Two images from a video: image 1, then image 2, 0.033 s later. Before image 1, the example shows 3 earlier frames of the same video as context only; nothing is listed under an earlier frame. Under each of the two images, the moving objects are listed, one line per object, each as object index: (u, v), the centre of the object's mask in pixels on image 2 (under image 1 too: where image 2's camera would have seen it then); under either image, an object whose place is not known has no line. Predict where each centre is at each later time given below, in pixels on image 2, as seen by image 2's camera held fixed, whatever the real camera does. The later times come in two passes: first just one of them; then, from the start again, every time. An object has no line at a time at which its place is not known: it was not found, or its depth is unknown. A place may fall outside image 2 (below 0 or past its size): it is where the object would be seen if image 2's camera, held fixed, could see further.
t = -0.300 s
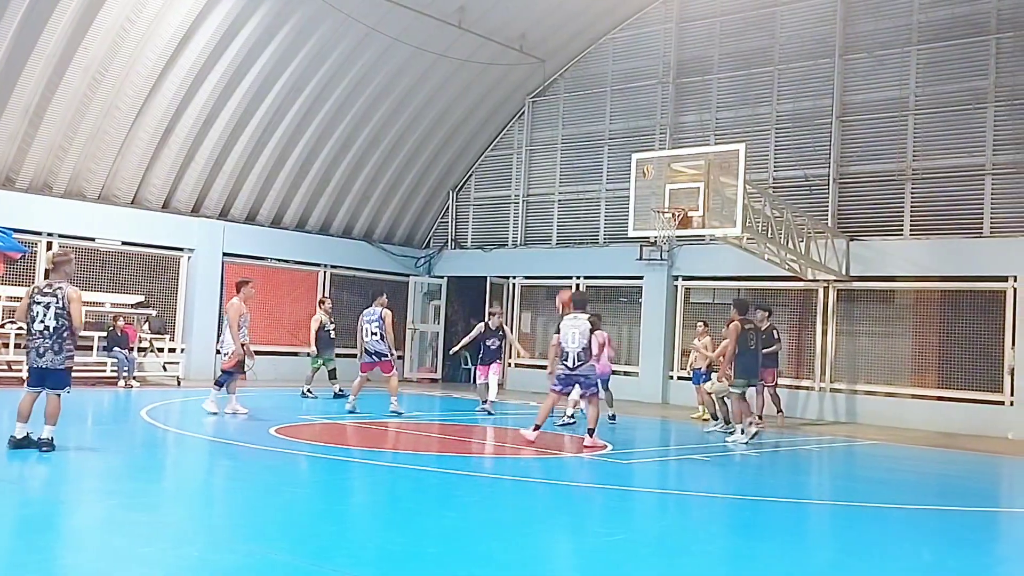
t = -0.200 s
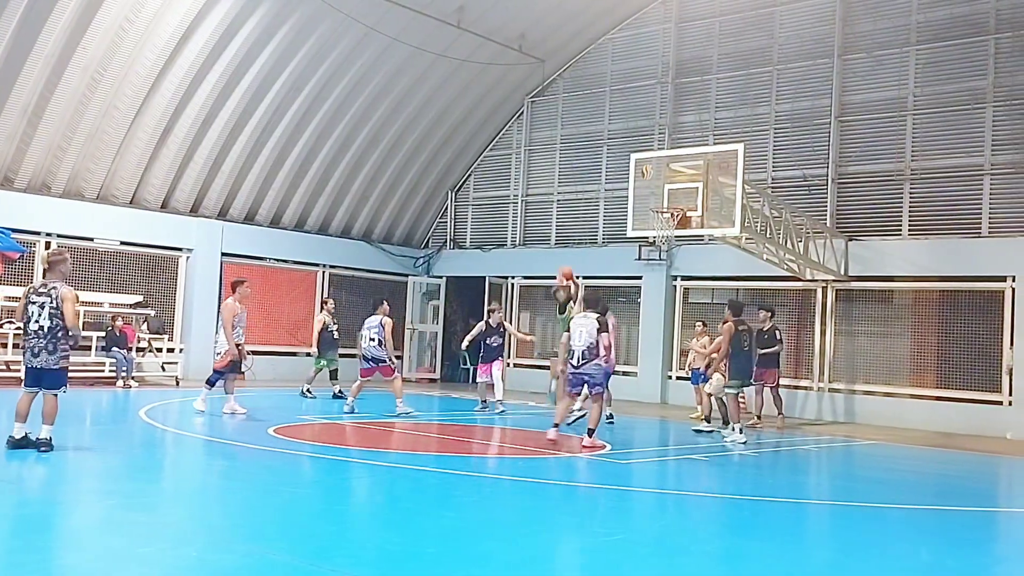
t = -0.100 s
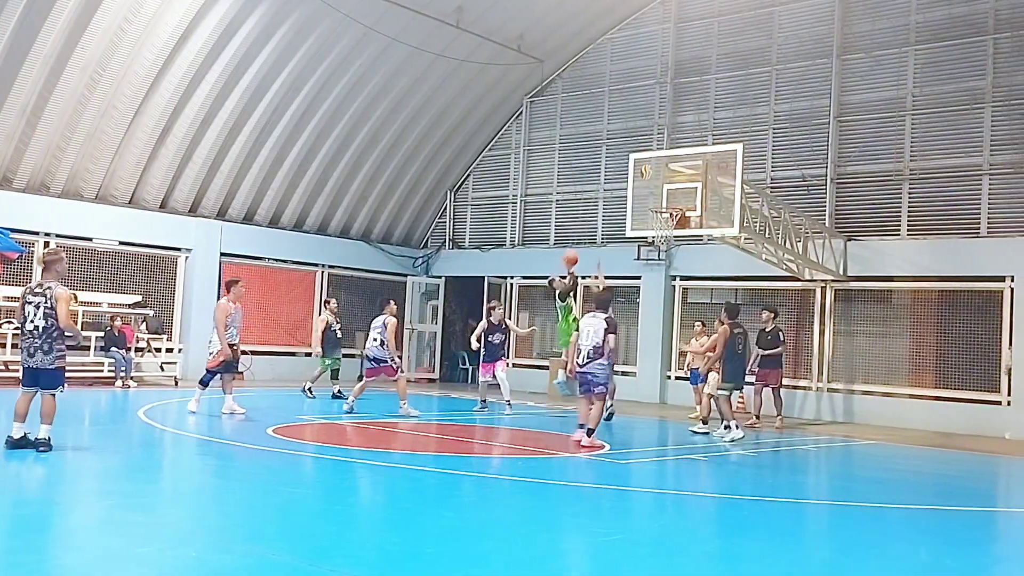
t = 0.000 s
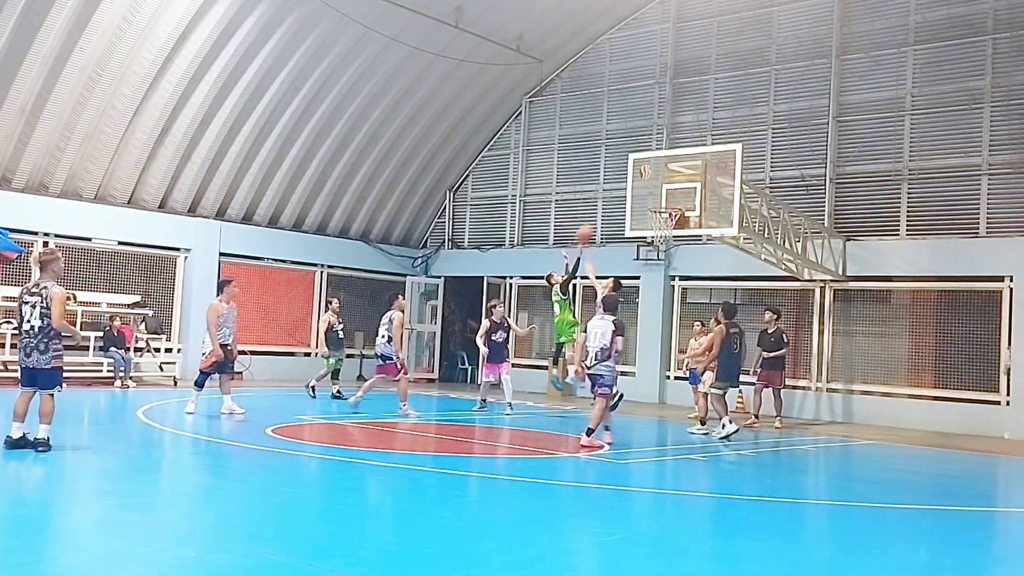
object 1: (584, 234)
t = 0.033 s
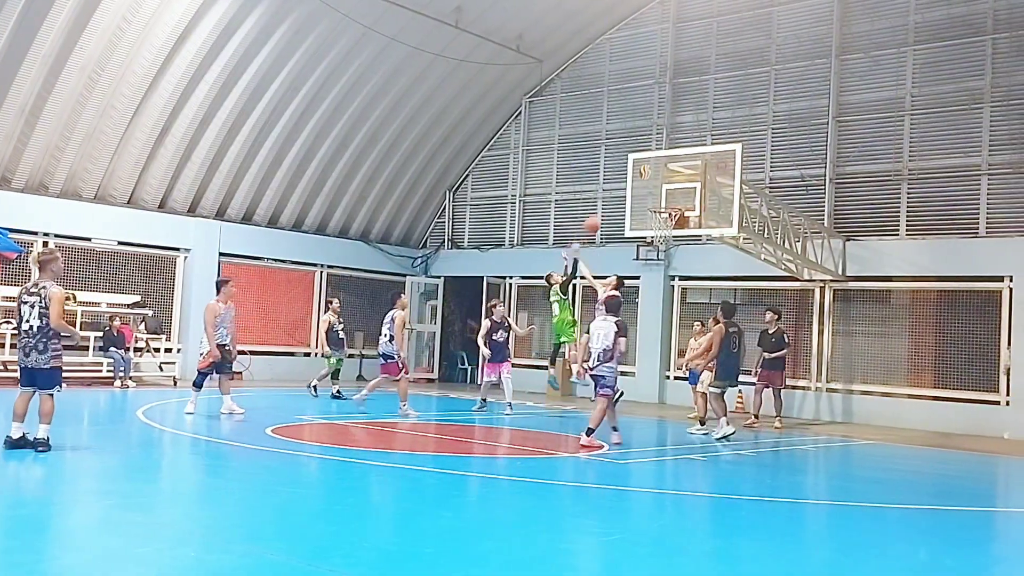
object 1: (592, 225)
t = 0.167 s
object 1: (621, 197)
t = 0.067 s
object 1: (599, 217)
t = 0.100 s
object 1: (607, 209)
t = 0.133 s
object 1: (614, 203)
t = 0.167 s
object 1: (621, 197)
